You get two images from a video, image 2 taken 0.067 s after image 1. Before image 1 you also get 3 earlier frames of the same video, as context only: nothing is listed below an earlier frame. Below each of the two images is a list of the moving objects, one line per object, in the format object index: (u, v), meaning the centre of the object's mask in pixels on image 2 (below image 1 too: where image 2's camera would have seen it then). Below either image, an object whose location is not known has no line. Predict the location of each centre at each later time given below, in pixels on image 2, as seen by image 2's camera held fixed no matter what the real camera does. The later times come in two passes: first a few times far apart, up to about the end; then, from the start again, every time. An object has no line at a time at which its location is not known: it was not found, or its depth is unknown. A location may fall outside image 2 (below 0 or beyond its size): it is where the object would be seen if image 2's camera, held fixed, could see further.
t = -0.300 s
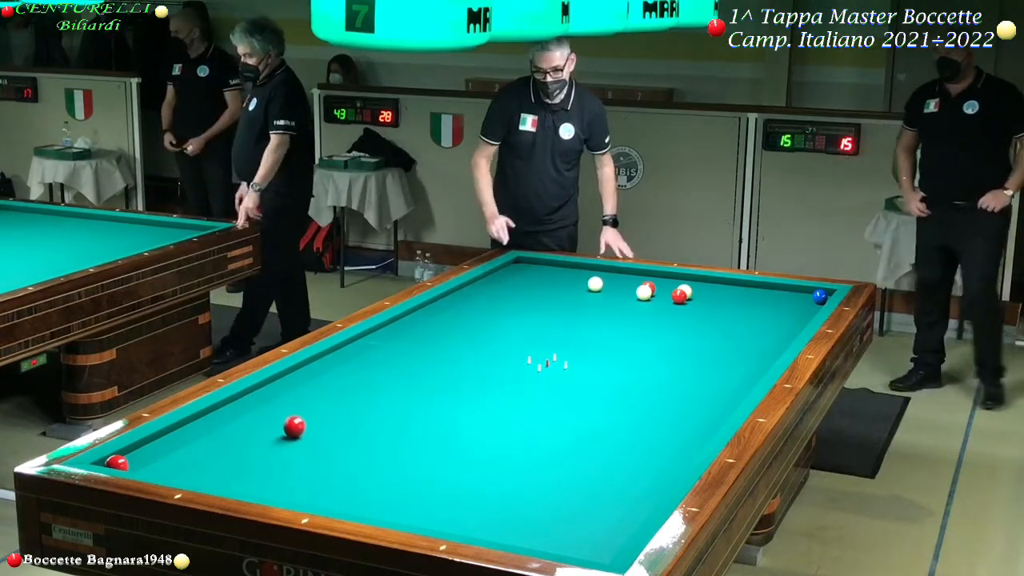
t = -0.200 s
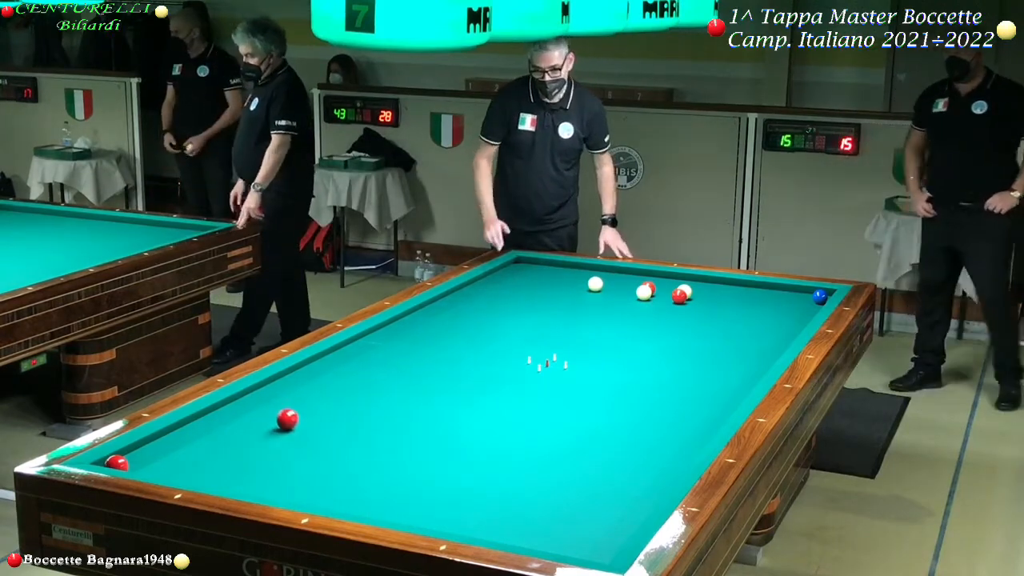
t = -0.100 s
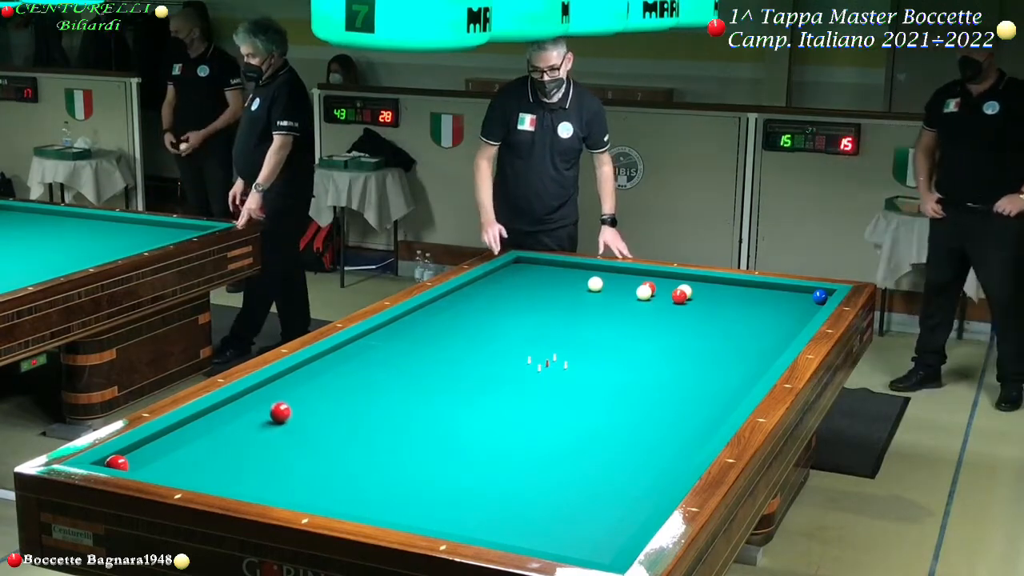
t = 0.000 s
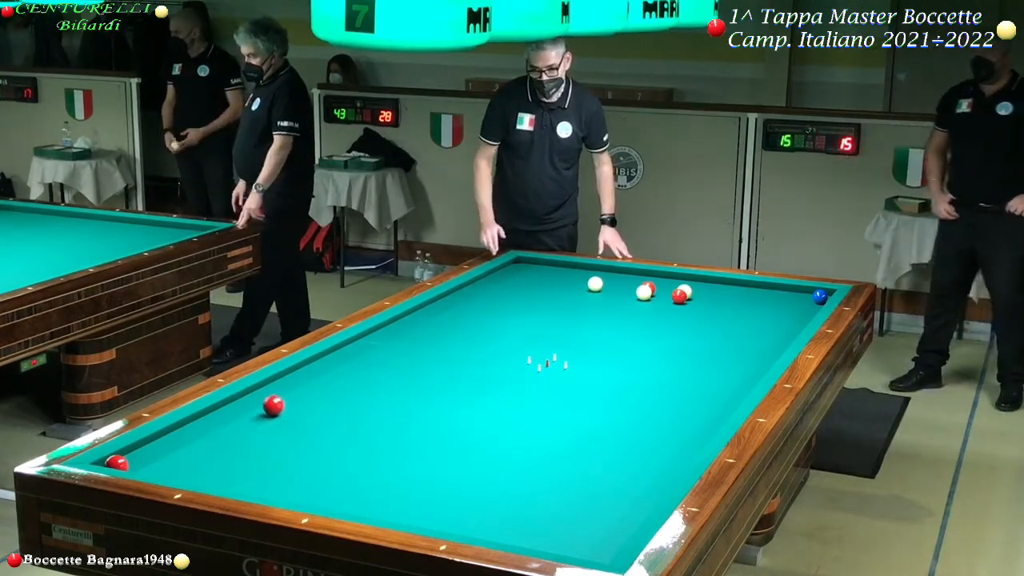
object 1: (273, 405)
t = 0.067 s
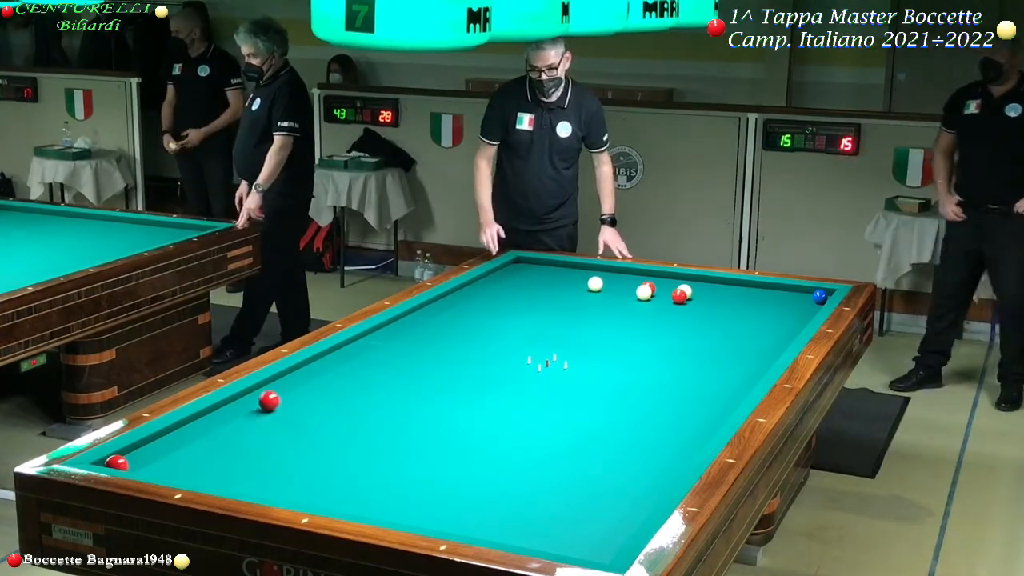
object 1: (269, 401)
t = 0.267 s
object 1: (259, 389)
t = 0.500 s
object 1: (296, 383)
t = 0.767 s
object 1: (336, 376)
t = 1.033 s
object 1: (373, 369)
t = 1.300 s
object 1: (407, 363)
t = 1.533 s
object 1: (436, 358)
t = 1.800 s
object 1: (467, 353)
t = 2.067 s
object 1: (496, 348)
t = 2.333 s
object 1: (523, 343)
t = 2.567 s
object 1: (547, 339)
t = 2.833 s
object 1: (572, 335)
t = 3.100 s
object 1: (596, 331)
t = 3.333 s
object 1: (616, 328)
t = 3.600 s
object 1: (638, 324)
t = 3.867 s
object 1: (659, 321)
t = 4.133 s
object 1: (679, 317)
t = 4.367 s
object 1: (696, 315)
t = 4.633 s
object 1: (714, 312)
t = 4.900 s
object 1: (732, 309)
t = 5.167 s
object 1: (749, 307)
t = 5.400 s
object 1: (762, 305)
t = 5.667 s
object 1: (778, 302)
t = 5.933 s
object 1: (792, 300)
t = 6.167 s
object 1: (804, 298)
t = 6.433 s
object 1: (810, 297)
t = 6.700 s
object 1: (813, 297)
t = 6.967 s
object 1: (816, 296)
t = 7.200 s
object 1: (817, 296)
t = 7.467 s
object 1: (819, 295)
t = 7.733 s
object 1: (820, 295)
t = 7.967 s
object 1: (820, 295)
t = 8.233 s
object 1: (820, 295)
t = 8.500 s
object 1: (820, 295)
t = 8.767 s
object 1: (820, 295)
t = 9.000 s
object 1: (821, 295)
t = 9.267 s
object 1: (821, 295)
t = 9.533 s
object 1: (821, 295)
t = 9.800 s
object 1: (821, 295)
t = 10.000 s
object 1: (821, 295)
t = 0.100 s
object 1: (267, 399)
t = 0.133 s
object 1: (265, 397)
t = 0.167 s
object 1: (263, 395)
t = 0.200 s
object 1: (261, 393)
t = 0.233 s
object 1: (259, 391)
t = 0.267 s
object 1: (259, 389)
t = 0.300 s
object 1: (265, 388)
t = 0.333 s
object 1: (270, 387)
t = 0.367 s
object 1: (276, 386)
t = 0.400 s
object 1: (281, 385)
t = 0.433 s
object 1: (286, 384)
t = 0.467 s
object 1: (291, 383)
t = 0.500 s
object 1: (296, 383)
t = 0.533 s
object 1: (302, 382)
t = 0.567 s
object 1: (307, 381)
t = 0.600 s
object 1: (311, 380)
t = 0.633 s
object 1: (317, 379)
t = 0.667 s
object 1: (321, 379)
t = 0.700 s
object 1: (326, 378)
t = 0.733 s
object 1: (331, 376)
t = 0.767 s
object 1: (336, 376)
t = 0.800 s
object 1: (341, 375)
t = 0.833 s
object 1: (345, 374)
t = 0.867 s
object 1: (350, 373)
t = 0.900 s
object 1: (354, 373)
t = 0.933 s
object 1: (359, 372)
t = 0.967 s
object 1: (364, 371)
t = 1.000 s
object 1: (368, 370)
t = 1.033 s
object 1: (373, 369)
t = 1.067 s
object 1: (377, 369)
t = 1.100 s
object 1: (382, 368)
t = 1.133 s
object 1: (386, 367)
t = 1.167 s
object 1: (390, 366)
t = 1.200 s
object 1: (394, 365)
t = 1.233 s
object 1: (399, 364)
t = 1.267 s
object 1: (403, 364)
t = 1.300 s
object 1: (407, 363)
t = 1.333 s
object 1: (411, 362)
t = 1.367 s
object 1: (416, 362)
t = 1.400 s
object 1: (419, 361)
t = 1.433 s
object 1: (424, 360)
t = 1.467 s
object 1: (428, 360)
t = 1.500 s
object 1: (432, 359)
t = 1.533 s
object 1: (436, 358)
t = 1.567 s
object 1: (440, 357)
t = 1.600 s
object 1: (444, 357)
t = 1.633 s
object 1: (447, 356)
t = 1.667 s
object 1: (452, 355)
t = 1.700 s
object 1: (455, 355)
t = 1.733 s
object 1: (459, 354)
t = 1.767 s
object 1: (463, 354)
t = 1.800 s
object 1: (467, 353)
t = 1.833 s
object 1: (470, 352)
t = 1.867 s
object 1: (474, 352)
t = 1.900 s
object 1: (478, 351)
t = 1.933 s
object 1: (481, 350)
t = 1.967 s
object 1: (485, 350)
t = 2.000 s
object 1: (488, 349)
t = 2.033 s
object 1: (492, 349)
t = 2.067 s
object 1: (496, 348)
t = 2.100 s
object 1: (499, 347)
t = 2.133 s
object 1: (503, 347)
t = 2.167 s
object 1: (507, 346)
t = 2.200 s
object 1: (510, 346)
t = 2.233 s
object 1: (513, 345)
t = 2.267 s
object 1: (517, 344)
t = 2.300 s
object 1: (520, 344)
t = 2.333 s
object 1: (523, 343)
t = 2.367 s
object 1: (527, 343)
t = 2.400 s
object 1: (530, 342)
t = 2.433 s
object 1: (534, 342)
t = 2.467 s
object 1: (537, 341)
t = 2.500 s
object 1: (540, 340)
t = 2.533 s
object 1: (543, 340)
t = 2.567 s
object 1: (547, 339)
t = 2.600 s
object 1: (550, 339)
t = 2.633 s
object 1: (553, 338)
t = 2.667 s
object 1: (556, 338)
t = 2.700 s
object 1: (559, 337)
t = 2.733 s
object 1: (562, 337)
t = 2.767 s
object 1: (565, 336)
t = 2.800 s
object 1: (569, 336)
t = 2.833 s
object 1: (572, 335)
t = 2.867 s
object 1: (575, 335)
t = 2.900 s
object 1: (578, 334)
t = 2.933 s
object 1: (581, 334)
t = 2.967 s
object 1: (584, 333)
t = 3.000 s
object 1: (587, 333)
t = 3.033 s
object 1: (590, 332)
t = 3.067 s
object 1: (593, 332)
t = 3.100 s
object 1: (596, 331)
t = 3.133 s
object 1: (598, 331)
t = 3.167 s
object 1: (602, 330)
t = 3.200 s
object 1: (604, 330)
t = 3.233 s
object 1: (607, 329)
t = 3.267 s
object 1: (610, 329)
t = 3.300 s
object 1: (613, 329)
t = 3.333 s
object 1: (616, 328)
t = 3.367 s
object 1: (619, 328)
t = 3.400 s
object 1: (621, 327)
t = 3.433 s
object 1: (624, 327)
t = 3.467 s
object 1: (627, 326)
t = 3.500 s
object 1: (630, 326)
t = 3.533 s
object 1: (632, 326)
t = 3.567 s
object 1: (635, 325)
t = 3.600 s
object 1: (638, 324)
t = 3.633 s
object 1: (641, 324)
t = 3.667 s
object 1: (643, 324)
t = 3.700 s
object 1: (646, 323)
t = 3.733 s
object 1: (648, 322)
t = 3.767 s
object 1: (651, 322)
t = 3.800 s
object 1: (654, 322)
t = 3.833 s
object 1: (656, 321)
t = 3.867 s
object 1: (659, 321)
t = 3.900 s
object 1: (661, 320)
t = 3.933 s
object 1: (664, 320)
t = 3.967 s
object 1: (667, 319)
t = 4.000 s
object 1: (669, 319)
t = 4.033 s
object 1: (672, 319)
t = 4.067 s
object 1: (674, 318)
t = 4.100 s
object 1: (677, 318)
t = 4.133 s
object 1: (679, 317)
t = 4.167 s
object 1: (682, 317)
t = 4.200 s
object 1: (684, 317)
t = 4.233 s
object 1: (686, 316)
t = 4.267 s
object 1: (689, 316)
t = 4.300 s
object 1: (691, 316)
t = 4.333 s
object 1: (693, 315)
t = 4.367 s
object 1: (696, 315)
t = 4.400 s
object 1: (698, 314)
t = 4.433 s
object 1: (700, 314)
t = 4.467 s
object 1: (703, 314)
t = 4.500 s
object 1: (705, 314)
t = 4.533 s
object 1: (707, 313)
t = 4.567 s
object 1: (710, 313)
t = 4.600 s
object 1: (712, 312)
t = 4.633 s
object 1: (714, 312)
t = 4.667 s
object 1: (716, 312)
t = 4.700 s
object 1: (719, 311)
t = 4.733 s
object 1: (721, 311)
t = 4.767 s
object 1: (723, 311)
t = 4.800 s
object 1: (725, 310)
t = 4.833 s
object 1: (727, 310)
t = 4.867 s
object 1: (730, 310)
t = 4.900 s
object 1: (732, 309)
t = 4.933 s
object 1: (734, 309)
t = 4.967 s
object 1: (736, 309)
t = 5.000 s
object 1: (738, 308)
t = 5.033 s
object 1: (740, 308)
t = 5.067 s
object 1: (742, 308)
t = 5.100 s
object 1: (744, 308)
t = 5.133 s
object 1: (746, 307)
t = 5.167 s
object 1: (749, 307)
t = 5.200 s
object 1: (751, 306)
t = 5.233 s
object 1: (753, 306)
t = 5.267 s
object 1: (755, 306)
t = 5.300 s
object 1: (757, 306)
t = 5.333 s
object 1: (758, 305)
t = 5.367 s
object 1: (760, 305)
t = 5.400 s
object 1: (762, 305)
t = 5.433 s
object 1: (764, 304)
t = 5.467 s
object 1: (766, 304)
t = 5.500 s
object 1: (768, 304)
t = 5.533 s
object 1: (770, 304)
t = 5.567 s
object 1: (772, 303)
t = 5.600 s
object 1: (774, 303)
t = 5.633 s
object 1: (776, 303)
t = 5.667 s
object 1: (778, 302)
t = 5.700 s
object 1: (780, 302)
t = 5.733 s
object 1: (782, 302)
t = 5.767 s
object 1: (783, 301)
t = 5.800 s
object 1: (785, 301)
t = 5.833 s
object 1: (787, 301)
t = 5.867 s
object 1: (789, 301)
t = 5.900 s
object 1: (790, 300)
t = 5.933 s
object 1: (792, 300)
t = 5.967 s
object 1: (794, 300)
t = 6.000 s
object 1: (796, 300)
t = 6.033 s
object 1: (798, 299)
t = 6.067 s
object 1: (799, 299)
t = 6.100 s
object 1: (801, 299)
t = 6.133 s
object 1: (803, 299)
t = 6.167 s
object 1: (804, 298)
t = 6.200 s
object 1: (806, 298)
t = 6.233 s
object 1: (808, 298)
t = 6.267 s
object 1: (809, 298)
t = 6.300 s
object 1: (809, 298)
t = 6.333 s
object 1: (809, 297)
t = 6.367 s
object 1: (810, 297)
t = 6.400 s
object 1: (810, 297)
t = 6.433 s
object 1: (810, 297)
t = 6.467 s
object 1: (811, 297)
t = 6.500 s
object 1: (811, 297)
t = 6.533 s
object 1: (811, 297)
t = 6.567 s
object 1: (812, 297)
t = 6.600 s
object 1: (812, 297)
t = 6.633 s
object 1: (812, 297)
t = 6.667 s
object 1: (813, 297)
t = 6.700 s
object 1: (813, 297)
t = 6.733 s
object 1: (814, 296)
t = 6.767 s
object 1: (814, 296)
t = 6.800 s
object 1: (814, 296)
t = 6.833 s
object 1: (814, 296)
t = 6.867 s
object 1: (815, 296)
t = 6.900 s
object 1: (815, 296)
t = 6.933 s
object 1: (815, 296)
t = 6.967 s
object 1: (816, 296)
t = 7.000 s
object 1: (816, 296)
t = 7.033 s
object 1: (816, 296)
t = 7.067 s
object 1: (816, 296)
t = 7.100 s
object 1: (816, 296)
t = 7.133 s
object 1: (817, 296)
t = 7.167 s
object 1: (817, 296)
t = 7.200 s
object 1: (817, 296)
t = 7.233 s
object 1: (817, 295)
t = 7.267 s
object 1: (817, 295)
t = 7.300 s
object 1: (818, 295)
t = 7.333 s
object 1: (818, 295)
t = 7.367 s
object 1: (818, 295)
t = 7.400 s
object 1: (818, 295)
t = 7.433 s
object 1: (818, 295)
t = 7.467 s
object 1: (819, 295)
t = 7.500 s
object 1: (819, 295)
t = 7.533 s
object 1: (819, 295)
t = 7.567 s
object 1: (819, 295)
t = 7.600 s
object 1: (819, 295)
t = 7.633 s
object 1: (819, 295)
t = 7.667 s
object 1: (820, 295)
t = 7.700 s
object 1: (820, 295)
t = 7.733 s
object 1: (820, 295)
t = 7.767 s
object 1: (820, 295)
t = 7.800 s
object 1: (820, 295)
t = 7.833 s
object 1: (820, 295)
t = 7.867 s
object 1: (820, 295)
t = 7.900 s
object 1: (820, 295)
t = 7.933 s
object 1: (820, 295)
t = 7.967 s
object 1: (820, 295)
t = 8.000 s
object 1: (820, 295)
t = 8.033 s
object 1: (820, 295)
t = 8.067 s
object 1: (820, 295)
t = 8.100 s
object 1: (820, 295)
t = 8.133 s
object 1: (821, 295)
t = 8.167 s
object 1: (820, 295)
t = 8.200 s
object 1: (820, 295)
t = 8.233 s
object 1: (820, 295)
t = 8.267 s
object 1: (821, 295)
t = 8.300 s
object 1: (820, 295)
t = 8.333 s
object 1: (820, 295)
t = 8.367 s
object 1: (820, 295)
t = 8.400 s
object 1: (820, 295)
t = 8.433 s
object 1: (820, 295)
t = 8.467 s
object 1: (820, 295)
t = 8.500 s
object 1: (820, 295)
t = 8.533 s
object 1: (820, 295)
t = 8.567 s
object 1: (820, 295)
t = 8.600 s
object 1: (820, 295)
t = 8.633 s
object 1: (820, 295)
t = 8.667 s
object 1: (820, 295)
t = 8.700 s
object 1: (820, 295)
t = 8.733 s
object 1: (820, 295)
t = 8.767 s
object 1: (820, 295)
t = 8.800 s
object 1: (820, 295)
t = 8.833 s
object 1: (820, 295)
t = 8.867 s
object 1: (821, 295)
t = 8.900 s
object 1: (821, 295)
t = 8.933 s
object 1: (820, 295)
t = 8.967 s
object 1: (820, 295)
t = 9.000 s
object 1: (821, 295)
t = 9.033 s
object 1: (821, 295)
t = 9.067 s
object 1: (821, 295)
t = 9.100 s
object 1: (821, 295)
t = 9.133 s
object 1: (820, 295)
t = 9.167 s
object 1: (821, 295)
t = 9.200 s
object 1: (821, 295)
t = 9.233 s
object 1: (821, 295)
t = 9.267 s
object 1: (821, 295)
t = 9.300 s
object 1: (821, 295)
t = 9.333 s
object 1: (821, 295)
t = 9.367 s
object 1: (821, 295)
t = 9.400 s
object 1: (821, 295)
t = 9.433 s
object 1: (821, 295)
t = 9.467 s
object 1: (821, 295)
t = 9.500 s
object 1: (821, 295)
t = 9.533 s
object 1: (821, 295)
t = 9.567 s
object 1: (821, 295)
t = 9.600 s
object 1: (821, 295)
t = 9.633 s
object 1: (821, 295)
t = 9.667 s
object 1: (820, 295)
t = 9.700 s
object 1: (821, 295)
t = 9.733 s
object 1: (821, 295)
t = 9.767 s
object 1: (821, 295)
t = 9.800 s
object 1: (821, 295)
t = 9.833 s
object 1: (821, 295)
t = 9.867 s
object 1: (821, 295)
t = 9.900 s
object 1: (821, 295)
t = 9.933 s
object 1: (821, 295)
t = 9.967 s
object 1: (821, 295)
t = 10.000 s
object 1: (821, 295)
